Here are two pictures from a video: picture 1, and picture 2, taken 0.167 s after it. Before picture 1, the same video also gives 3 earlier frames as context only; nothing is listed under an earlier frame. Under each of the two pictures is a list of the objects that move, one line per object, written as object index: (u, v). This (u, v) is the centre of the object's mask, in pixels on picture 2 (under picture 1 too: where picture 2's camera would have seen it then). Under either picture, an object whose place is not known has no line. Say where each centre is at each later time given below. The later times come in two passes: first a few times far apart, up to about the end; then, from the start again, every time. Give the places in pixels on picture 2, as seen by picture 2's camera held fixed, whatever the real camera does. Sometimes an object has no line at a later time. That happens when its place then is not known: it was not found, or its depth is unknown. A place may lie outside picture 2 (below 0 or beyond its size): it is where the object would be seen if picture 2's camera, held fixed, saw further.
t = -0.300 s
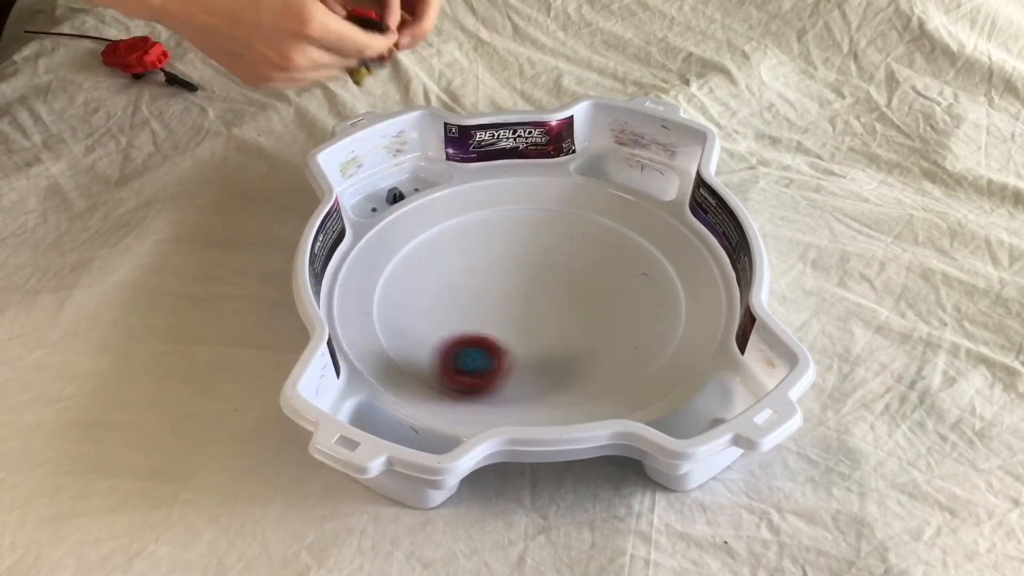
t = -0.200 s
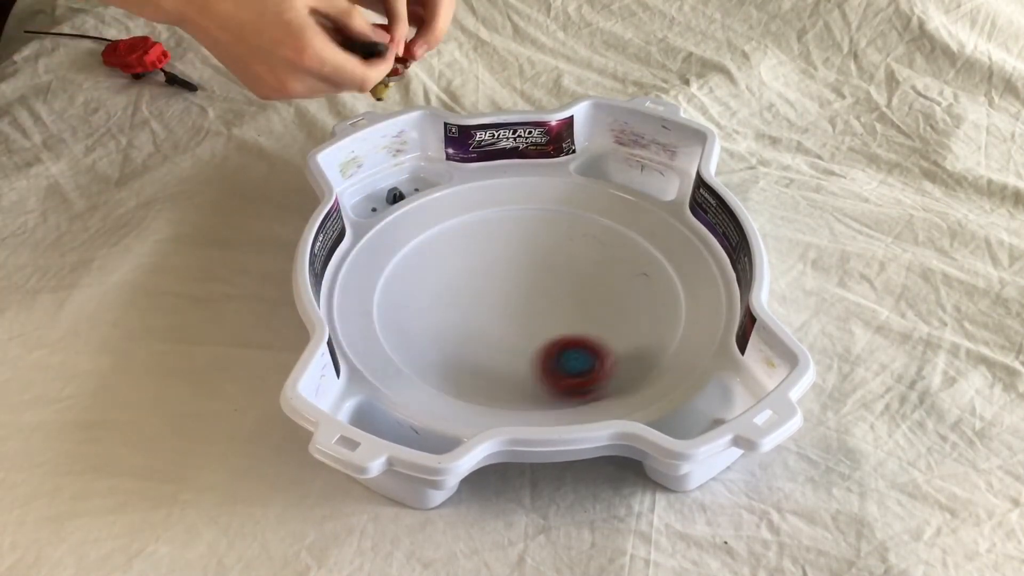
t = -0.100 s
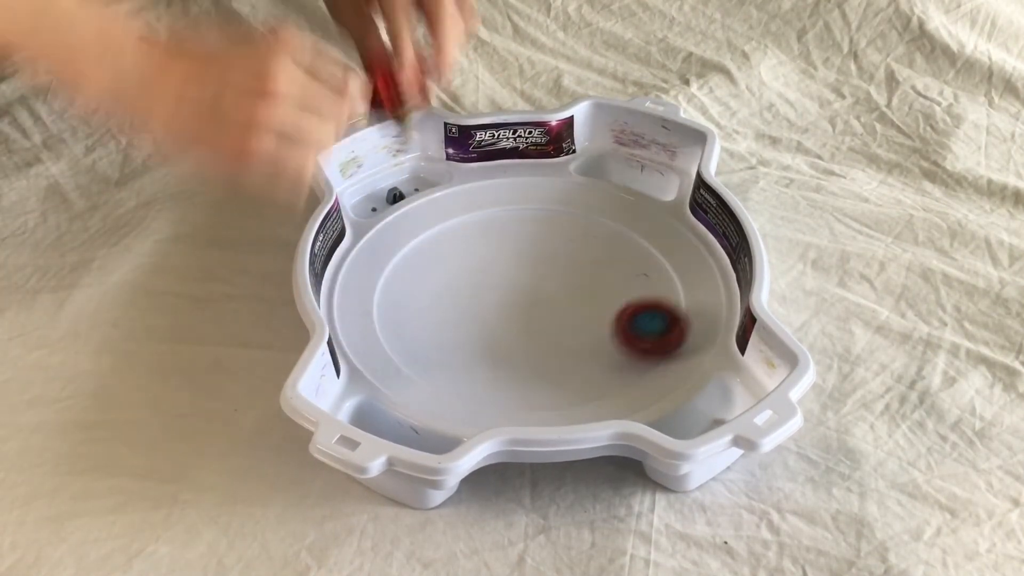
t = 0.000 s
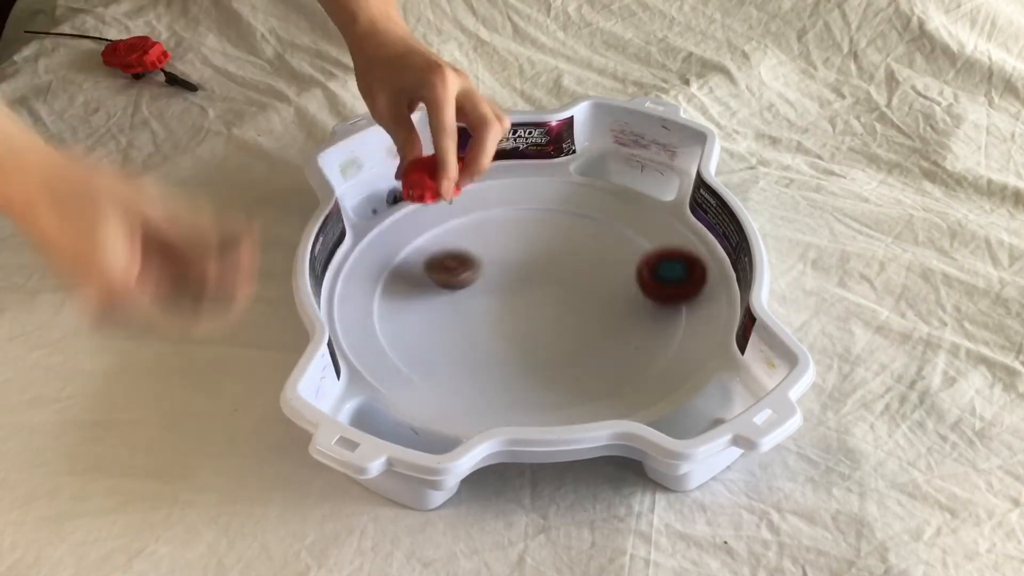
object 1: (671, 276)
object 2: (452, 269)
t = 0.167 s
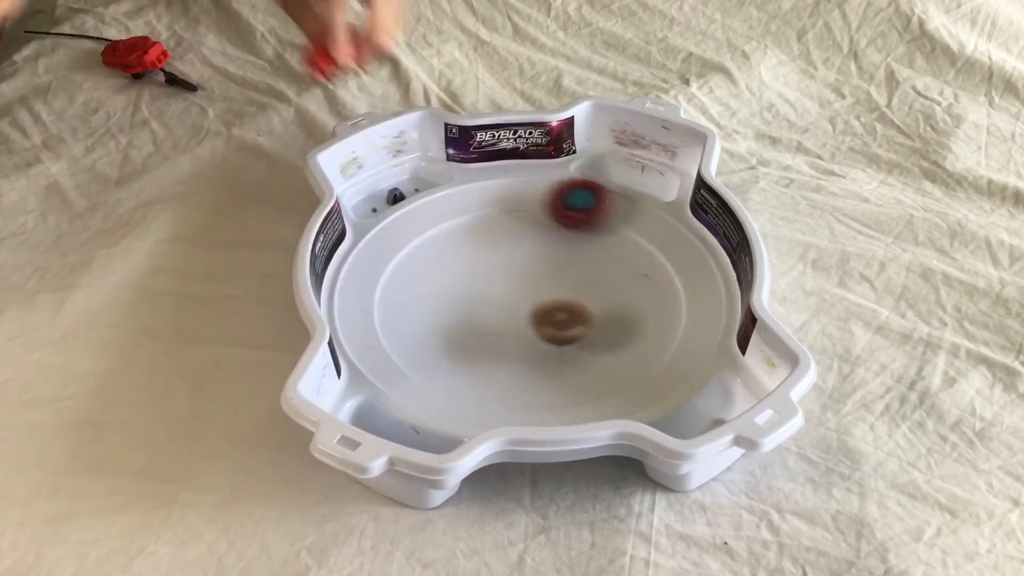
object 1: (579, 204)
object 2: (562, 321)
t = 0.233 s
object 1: (520, 197)
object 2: (594, 333)
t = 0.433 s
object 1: (389, 270)
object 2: (610, 272)
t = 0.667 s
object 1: (502, 378)
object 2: (422, 237)
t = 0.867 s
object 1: (664, 321)
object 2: (449, 369)
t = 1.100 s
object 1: (578, 203)
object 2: (678, 280)
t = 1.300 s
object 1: (417, 232)
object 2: (484, 201)
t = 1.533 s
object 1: (444, 424)
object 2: (552, 225)
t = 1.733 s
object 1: (427, 412)
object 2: (564, 203)
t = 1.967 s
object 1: (367, 393)
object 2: (523, 203)
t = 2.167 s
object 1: (382, 421)
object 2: (519, 227)
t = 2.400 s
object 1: (385, 421)
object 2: (557, 273)
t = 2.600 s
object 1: (407, 426)
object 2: (607, 279)
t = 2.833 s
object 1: (485, 393)
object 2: (620, 263)
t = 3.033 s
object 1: (558, 306)
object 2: (613, 219)
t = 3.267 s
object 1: (517, 265)
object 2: (480, 207)
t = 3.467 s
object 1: (521, 271)
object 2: (409, 240)
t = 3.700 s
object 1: (530, 280)
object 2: (448, 326)
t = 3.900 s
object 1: (533, 281)
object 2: (594, 321)
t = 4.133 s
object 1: (522, 276)
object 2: (599, 219)
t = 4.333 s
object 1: (525, 278)
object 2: (515, 202)
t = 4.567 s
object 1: (523, 277)
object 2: (436, 278)
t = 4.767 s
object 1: (523, 277)
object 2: (523, 354)
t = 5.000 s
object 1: (523, 277)
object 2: (652, 298)
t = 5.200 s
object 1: (523, 277)
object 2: (607, 238)
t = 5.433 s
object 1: (524, 278)
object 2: (455, 247)
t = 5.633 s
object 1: (522, 277)
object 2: (424, 324)
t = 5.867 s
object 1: (522, 277)
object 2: (563, 357)
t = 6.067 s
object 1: (522, 277)
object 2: (612, 281)
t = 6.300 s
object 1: (522, 277)
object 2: (502, 223)
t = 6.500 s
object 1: (522, 277)
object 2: (415, 252)
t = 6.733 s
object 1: (522, 277)
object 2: (441, 328)
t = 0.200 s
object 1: (550, 197)
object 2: (578, 327)
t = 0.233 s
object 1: (520, 197)
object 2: (594, 333)
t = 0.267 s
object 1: (490, 202)
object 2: (606, 330)
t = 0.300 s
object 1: (463, 209)
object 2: (614, 324)
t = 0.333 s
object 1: (438, 220)
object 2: (619, 313)
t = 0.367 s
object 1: (416, 234)
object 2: (621, 300)
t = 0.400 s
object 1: (400, 250)
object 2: (618, 286)
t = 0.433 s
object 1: (389, 270)
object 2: (610, 272)
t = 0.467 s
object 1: (386, 290)
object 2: (597, 259)
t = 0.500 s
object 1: (390, 311)
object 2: (579, 246)
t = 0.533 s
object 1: (402, 331)
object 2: (552, 235)
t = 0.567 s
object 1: (419, 348)
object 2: (522, 228)
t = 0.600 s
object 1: (444, 362)
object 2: (490, 226)
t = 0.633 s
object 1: (470, 372)
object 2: (453, 229)
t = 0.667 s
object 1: (502, 378)
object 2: (422, 237)
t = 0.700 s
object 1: (534, 379)
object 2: (393, 250)
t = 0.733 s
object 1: (567, 377)
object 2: (382, 269)
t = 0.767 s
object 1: (600, 368)
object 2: (383, 300)
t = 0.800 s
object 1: (627, 356)
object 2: (393, 325)
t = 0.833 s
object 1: (650, 340)
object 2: (415, 350)
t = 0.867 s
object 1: (664, 321)
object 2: (449, 369)
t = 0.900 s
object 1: (672, 299)
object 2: (495, 383)
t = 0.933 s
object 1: (671, 277)
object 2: (544, 386)
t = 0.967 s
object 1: (664, 257)
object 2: (590, 378)
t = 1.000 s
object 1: (649, 239)
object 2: (631, 362)
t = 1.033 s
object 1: (629, 223)
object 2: (660, 338)
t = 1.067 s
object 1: (606, 211)
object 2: (676, 310)
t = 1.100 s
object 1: (578, 203)
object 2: (678, 280)
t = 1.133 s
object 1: (548, 197)
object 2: (667, 252)
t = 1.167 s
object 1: (518, 197)
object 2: (644, 229)
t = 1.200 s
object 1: (490, 200)
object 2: (614, 211)
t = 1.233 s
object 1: (463, 207)
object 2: (573, 200)
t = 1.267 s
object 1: (438, 218)
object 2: (528, 196)
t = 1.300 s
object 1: (417, 232)
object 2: (484, 201)
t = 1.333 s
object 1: (401, 249)
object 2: (445, 212)
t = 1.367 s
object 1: (379, 281)
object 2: (437, 222)
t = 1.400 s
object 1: (370, 326)
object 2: (467, 226)
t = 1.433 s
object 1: (369, 368)
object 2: (496, 228)
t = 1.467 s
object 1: (381, 407)
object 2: (520, 229)
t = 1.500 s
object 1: (421, 425)
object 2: (539, 228)
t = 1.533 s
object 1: (444, 424)
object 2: (552, 225)
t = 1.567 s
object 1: (449, 421)
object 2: (562, 225)
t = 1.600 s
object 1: (451, 418)
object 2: (568, 222)
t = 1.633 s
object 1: (449, 416)
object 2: (572, 216)
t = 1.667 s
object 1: (444, 417)
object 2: (573, 209)
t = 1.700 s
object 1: (437, 416)
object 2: (572, 202)
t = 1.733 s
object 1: (427, 412)
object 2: (564, 203)
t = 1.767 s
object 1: (416, 406)
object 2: (556, 204)
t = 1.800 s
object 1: (399, 400)
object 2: (548, 203)
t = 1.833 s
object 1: (381, 393)
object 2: (541, 203)
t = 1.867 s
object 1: (366, 388)
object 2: (534, 203)
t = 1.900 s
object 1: (373, 388)
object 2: (530, 203)
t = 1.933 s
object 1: (372, 391)
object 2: (526, 203)
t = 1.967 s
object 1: (367, 393)
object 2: (523, 203)
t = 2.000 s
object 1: (360, 400)
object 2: (519, 204)
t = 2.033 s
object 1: (360, 404)
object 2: (517, 207)
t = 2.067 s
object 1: (364, 407)
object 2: (516, 210)
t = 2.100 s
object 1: (369, 414)
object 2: (516, 214)
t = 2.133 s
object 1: (375, 420)
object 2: (517, 219)
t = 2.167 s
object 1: (382, 421)
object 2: (519, 227)
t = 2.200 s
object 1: (388, 424)
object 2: (520, 235)
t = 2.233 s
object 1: (390, 425)
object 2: (522, 242)
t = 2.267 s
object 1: (392, 424)
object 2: (527, 250)
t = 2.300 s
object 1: (392, 424)
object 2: (533, 257)
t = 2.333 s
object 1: (391, 423)
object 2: (540, 263)
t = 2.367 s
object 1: (389, 421)
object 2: (549, 269)
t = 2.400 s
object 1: (385, 421)
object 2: (557, 273)
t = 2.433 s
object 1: (381, 418)
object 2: (565, 275)
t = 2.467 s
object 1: (372, 408)
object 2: (574, 278)
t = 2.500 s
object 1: (364, 404)
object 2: (584, 280)
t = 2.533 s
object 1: (375, 411)
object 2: (592, 280)
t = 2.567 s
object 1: (389, 421)
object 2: (600, 280)
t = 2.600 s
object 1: (407, 426)
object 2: (607, 279)
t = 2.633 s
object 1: (419, 424)
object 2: (613, 276)
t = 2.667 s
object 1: (430, 427)
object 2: (619, 274)
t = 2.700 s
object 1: (438, 422)
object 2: (621, 271)
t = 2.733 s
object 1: (445, 416)
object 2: (623, 269)
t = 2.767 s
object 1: (455, 408)
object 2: (624, 266)
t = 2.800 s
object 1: (465, 402)
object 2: (623, 263)
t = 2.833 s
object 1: (485, 393)
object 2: (620, 263)
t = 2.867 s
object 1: (505, 383)
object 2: (615, 263)
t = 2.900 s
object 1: (531, 369)
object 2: (608, 265)
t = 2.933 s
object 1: (554, 349)
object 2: (600, 268)
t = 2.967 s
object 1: (571, 324)
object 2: (593, 271)
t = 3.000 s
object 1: (568, 309)
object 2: (600, 250)
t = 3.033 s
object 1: (558, 306)
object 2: (613, 219)
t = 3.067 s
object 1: (550, 302)
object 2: (601, 201)
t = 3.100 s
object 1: (543, 296)
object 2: (584, 196)
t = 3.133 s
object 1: (537, 290)
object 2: (561, 196)
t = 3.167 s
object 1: (532, 284)
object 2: (535, 198)
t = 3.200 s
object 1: (526, 277)
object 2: (513, 200)
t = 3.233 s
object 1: (522, 271)
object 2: (494, 203)
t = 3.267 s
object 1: (517, 265)
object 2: (480, 207)
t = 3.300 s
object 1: (514, 260)
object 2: (470, 215)
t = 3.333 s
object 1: (512, 257)
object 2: (461, 222)
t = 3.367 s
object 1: (519, 263)
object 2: (440, 218)
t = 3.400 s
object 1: (520, 267)
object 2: (427, 218)
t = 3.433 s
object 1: (520, 270)
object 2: (416, 229)
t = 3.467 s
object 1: (521, 271)
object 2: (409, 240)
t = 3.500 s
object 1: (520, 273)
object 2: (405, 251)
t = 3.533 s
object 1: (522, 274)
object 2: (403, 262)
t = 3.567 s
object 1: (523, 275)
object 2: (403, 273)
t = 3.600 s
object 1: (523, 277)
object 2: (408, 285)
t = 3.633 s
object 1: (526, 279)
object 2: (417, 299)
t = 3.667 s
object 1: (528, 279)
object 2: (431, 314)
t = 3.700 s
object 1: (530, 280)
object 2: (448, 326)
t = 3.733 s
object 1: (532, 281)
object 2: (471, 336)
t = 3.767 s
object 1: (534, 281)
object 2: (497, 342)
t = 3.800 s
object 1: (534, 281)
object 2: (525, 342)
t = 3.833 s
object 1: (535, 281)
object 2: (550, 339)
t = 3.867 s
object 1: (534, 281)
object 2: (574, 333)
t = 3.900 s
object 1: (533, 281)
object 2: (594, 321)
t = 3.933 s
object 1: (531, 281)
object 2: (610, 307)
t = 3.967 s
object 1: (529, 280)
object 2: (620, 291)
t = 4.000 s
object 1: (528, 279)
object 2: (625, 274)
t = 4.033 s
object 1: (525, 278)
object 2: (625, 258)
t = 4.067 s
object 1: (523, 278)
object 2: (619, 242)
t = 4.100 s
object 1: (522, 277)
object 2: (610, 229)
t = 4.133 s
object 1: (522, 276)
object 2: (599, 219)
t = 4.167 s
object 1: (523, 276)
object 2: (586, 211)
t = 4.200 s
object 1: (523, 277)
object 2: (572, 205)
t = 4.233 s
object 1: (524, 278)
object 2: (559, 201)
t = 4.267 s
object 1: (525, 278)
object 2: (544, 200)
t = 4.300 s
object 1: (525, 278)
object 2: (529, 201)
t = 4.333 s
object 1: (525, 278)
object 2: (515, 202)
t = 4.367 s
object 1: (524, 278)
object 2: (501, 207)
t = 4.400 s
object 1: (523, 278)
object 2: (486, 213)
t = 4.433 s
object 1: (523, 277)
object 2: (473, 221)
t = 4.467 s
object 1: (522, 277)
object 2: (460, 232)
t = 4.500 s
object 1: (522, 277)
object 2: (449, 245)
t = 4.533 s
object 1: (523, 277)
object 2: (439, 261)
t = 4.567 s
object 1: (523, 277)
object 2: (436, 278)
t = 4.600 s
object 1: (523, 277)
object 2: (438, 295)
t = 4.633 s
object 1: (523, 277)
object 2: (446, 311)
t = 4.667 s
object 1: (523, 277)
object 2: (458, 327)
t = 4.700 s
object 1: (523, 277)
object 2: (477, 339)
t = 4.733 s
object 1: (523, 277)
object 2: (500, 348)
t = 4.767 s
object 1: (523, 277)
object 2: (523, 354)
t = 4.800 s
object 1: (523, 277)
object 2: (549, 356)
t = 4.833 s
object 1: (523, 277)
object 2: (573, 353)
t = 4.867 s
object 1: (523, 277)
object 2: (597, 346)
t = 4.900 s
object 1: (523, 277)
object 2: (617, 337)
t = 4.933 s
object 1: (523, 277)
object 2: (634, 324)
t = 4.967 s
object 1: (523, 277)
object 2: (646, 311)
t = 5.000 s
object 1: (523, 277)
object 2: (652, 298)
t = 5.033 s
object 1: (523, 277)
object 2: (653, 286)
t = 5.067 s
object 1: (523, 277)
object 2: (651, 275)
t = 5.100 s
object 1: (523, 277)
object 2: (645, 264)
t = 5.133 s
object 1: (523, 277)
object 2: (635, 254)
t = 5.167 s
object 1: (523, 277)
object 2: (623, 245)
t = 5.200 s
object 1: (523, 277)
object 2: (607, 238)
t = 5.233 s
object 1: (523, 277)
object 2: (588, 232)
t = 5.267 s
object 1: (523, 277)
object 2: (565, 228)
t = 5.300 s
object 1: (523, 277)
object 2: (544, 227)
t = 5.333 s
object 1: (523, 277)
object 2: (518, 228)
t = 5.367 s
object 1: (523, 278)
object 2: (496, 232)
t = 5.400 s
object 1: (523, 278)
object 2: (474, 238)
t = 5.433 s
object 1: (524, 278)
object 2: (455, 247)
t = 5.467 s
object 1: (524, 278)
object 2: (441, 256)
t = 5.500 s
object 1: (523, 278)
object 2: (429, 268)
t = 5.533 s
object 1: (523, 278)
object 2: (420, 281)
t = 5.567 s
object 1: (522, 278)
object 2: (416, 296)
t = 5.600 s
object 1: (522, 277)
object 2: (417, 310)
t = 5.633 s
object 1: (522, 277)
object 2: (424, 324)
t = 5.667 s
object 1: (522, 277)
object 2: (435, 338)
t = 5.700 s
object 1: (522, 277)
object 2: (451, 348)
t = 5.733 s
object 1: (522, 277)
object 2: (470, 357)
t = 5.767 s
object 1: (522, 277)
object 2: (493, 362)
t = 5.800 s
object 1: (522, 277)
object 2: (517, 364)
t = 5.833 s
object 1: (522, 277)
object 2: (541, 363)
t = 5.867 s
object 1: (522, 277)
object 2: (563, 357)
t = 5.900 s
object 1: (522, 277)
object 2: (581, 349)
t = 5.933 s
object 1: (522, 277)
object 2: (596, 337)
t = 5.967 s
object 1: (522, 277)
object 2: (607, 324)
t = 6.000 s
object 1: (522, 277)
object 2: (614, 311)
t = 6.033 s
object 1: (522, 277)
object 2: (616, 295)
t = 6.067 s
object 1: (522, 277)
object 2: (612, 281)
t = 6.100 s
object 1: (522, 277)
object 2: (605, 268)
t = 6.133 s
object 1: (522, 277)
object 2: (593, 256)
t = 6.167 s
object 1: (523, 277)
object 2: (579, 245)
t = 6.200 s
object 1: (522, 277)
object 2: (562, 235)
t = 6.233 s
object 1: (522, 277)
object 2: (544, 229)
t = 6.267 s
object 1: (522, 277)
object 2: (524, 224)
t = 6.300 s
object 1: (522, 277)
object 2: (502, 223)
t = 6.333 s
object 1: (522, 277)
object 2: (483, 224)
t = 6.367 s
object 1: (522, 277)
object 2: (465, 227)
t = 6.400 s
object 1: (522, 277)
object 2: (449, 231)
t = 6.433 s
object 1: (522, 277)
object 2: (434, 237)
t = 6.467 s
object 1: (522, 277)
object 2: (423, 244)
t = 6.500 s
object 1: (522, 277)
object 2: (415, 252)
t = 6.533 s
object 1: (522, 277)
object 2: (410, 261)
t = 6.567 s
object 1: (522, 277)
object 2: (407, 271)
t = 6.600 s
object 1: (522, 277)
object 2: (409, 281)
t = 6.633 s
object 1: (522, 277)
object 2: (410, 293)
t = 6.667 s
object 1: (522, 277)
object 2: (417, 304)
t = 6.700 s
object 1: (522, 277)
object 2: (427, 317)
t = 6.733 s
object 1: (522, 277)
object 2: (441, 328)
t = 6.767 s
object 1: (522, 277)
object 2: (458, 337)
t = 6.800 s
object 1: (522, 277)
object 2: (476, 343)
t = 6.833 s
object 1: (522, 277)
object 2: (499, 346)
